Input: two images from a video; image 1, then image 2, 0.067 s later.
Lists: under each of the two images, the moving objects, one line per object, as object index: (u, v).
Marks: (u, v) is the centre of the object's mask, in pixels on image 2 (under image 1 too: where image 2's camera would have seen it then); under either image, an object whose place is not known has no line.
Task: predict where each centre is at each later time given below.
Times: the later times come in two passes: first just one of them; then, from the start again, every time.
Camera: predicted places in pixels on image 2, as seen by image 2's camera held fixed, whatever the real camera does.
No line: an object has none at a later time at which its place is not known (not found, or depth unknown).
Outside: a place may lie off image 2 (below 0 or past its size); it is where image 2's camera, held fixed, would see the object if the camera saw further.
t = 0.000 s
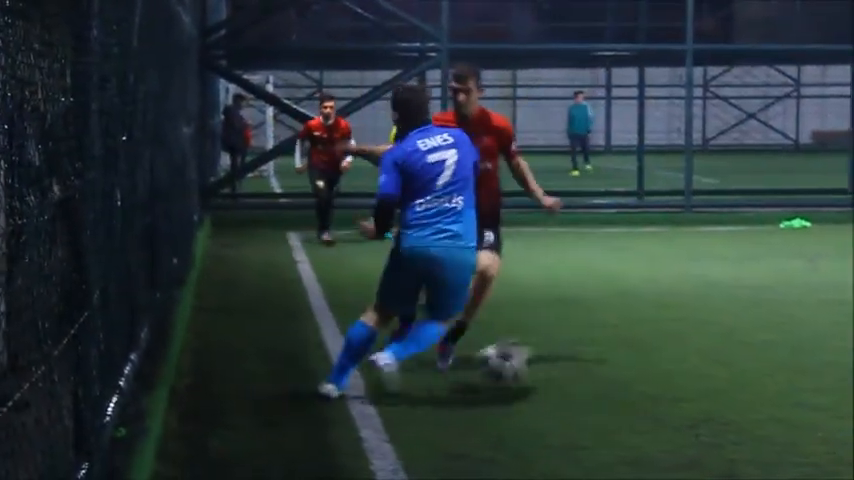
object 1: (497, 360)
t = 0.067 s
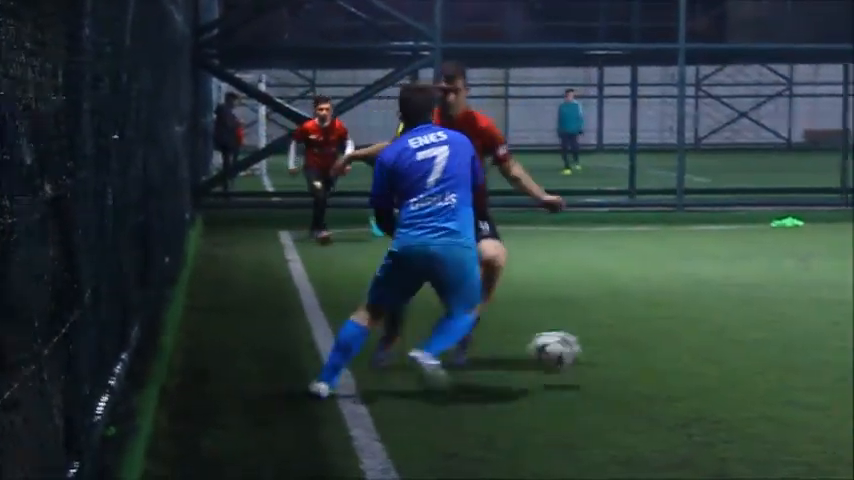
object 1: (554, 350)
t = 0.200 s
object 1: (664, 358)
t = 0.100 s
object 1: (582, 350)
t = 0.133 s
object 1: (610, 351)
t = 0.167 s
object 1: (637, 354)
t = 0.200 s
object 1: (664, 358)
